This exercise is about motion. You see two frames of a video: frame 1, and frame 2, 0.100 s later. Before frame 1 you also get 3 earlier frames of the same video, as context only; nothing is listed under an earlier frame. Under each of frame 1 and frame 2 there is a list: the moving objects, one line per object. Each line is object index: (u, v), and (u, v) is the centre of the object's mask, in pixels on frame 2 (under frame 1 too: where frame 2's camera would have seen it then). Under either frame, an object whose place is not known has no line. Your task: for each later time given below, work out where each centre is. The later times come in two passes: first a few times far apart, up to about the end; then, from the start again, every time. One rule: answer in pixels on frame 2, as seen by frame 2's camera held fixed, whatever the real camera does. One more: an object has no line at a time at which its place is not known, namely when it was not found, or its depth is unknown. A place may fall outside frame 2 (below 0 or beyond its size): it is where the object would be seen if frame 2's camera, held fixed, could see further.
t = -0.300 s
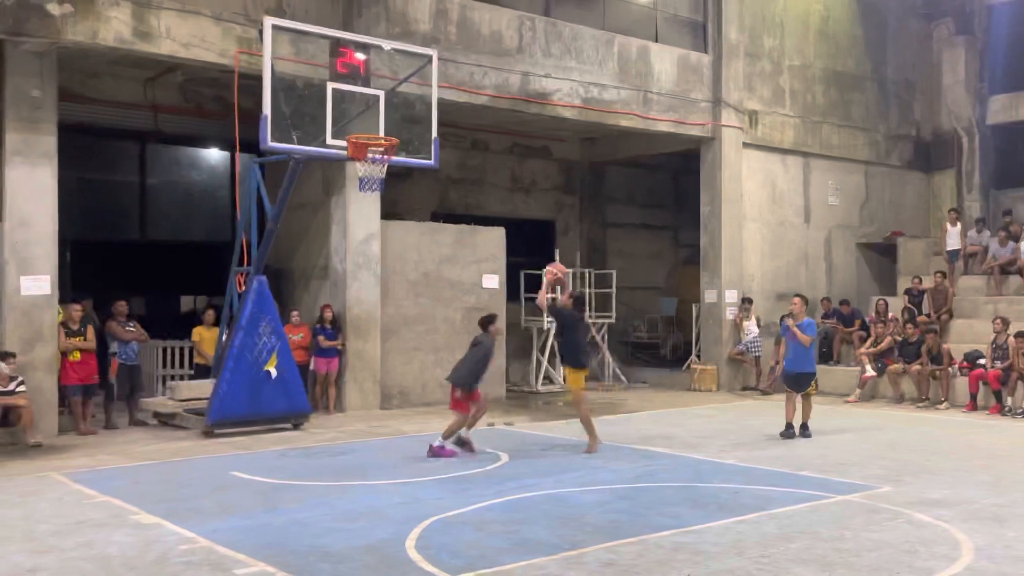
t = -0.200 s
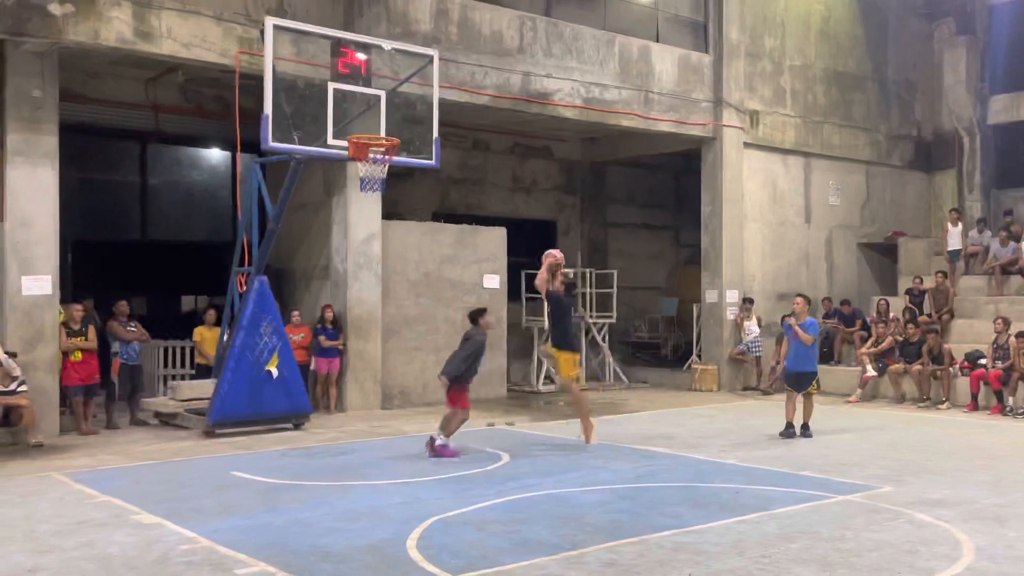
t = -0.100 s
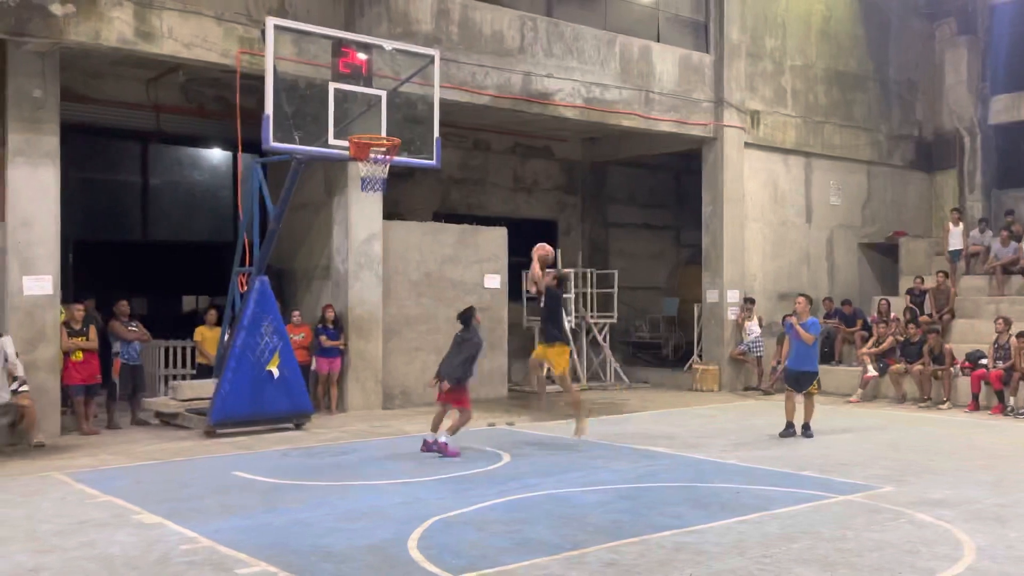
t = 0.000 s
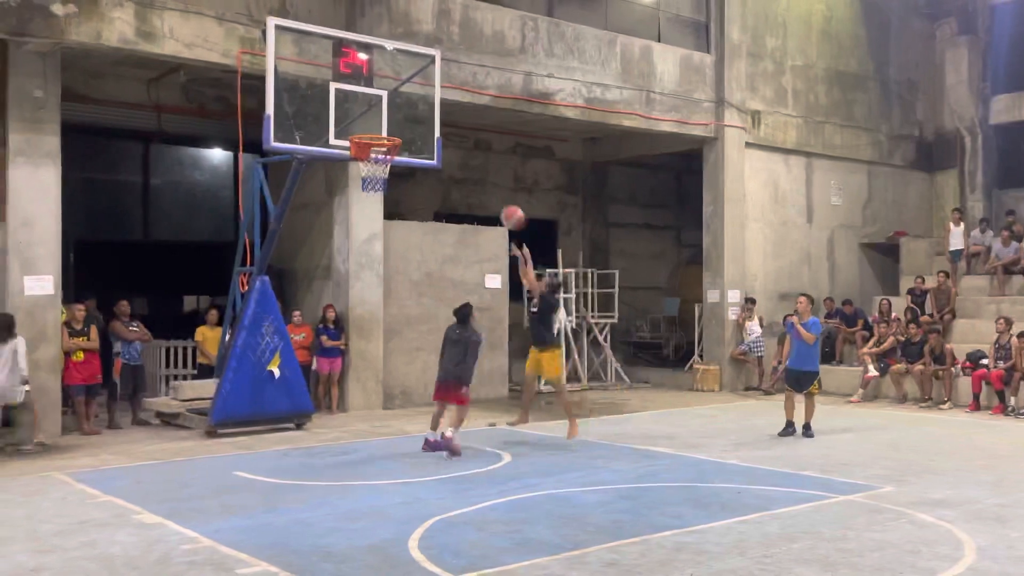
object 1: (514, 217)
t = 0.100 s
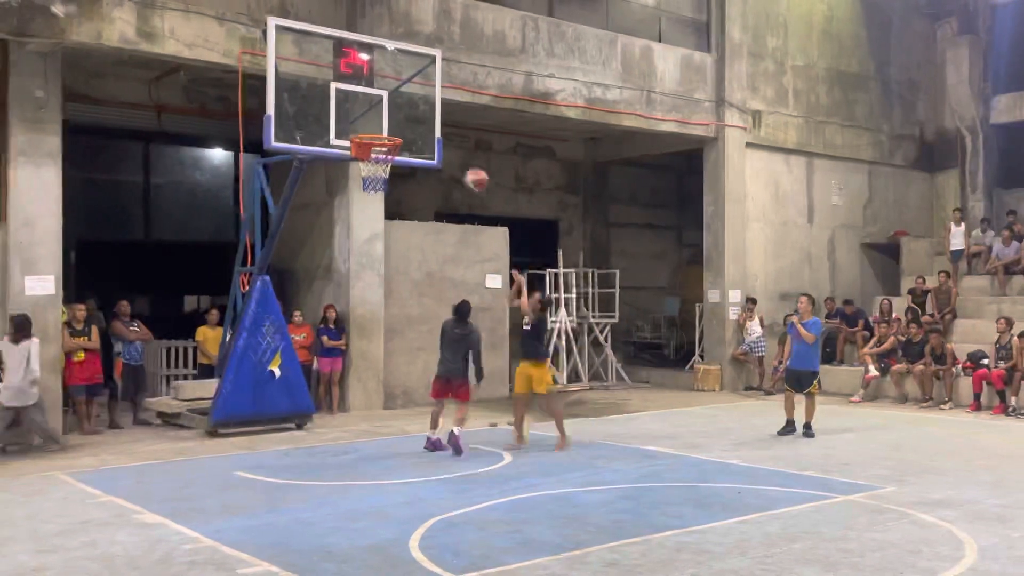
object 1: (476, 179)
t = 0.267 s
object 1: (414, 137)
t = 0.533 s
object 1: (368, 126)
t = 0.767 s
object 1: (390, 129)
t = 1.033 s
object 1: (374, 138)
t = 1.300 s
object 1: (361, 172)
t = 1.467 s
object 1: (363, 213)
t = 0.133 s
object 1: (464, 170)
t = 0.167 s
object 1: (452, 160)
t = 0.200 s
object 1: (439, 150)
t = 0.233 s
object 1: (426, 144)
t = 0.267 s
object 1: (414, 137)
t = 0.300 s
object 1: (401, 130)
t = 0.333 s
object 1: (389, 127)
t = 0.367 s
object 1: (384, 126)
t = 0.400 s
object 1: (380, 123)
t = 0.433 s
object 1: (377, 123)
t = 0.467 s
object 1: (374, 123)
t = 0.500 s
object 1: (370, 124)
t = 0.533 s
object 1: (368, 126)
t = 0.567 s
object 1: (368, 126)
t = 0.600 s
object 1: (372, 125)
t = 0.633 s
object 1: (374, 125)
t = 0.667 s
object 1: (382, 125)
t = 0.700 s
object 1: (385, 126)
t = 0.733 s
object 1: (389, 128)
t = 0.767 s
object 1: (390, 129)
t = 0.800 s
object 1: (390, 129)
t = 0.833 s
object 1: (390, 129)
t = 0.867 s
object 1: (389, 130)
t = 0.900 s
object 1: (388, 130)
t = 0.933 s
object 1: (386, 131)
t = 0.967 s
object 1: (380, 140)
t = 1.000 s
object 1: (377, 140)
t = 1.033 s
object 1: (374, 138)
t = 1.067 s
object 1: (374, 146)
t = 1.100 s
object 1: (367, 152)
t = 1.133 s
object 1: (366, 157)
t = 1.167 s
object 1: (361, 159)
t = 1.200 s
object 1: (360, 162)
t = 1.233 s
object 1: (359, 168)
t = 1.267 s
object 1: (358, 169)
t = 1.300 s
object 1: (361, 172)
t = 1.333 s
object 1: (361, 174)
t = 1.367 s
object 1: (359, 185)
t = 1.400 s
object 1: (360, 196)
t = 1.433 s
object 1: (362, 203)
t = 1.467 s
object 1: (363, 213)
